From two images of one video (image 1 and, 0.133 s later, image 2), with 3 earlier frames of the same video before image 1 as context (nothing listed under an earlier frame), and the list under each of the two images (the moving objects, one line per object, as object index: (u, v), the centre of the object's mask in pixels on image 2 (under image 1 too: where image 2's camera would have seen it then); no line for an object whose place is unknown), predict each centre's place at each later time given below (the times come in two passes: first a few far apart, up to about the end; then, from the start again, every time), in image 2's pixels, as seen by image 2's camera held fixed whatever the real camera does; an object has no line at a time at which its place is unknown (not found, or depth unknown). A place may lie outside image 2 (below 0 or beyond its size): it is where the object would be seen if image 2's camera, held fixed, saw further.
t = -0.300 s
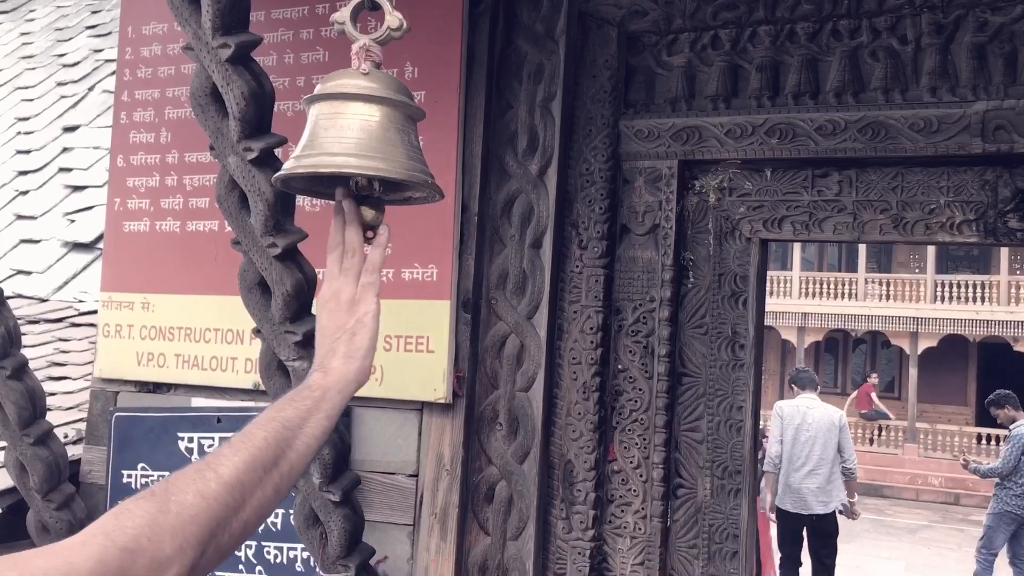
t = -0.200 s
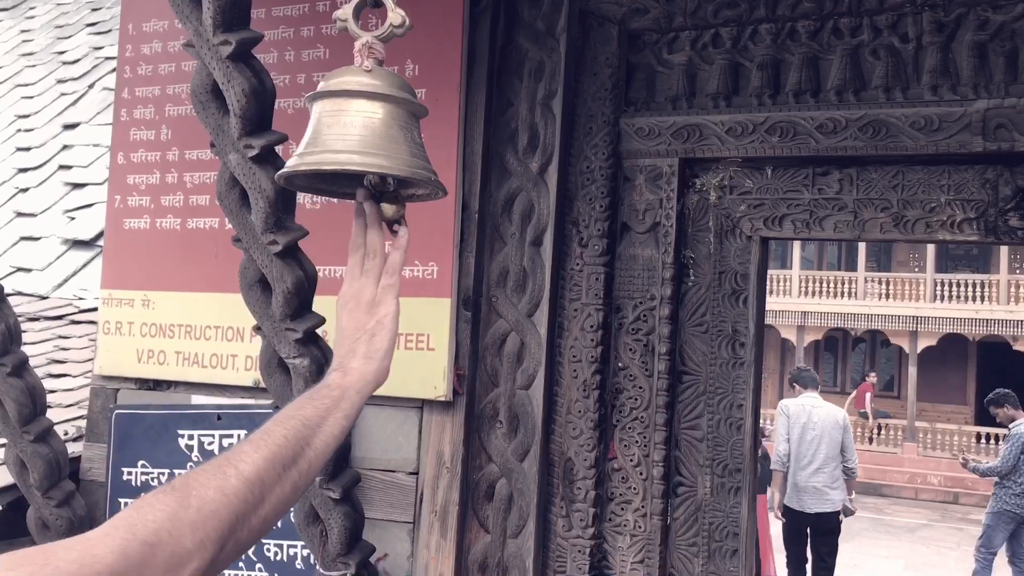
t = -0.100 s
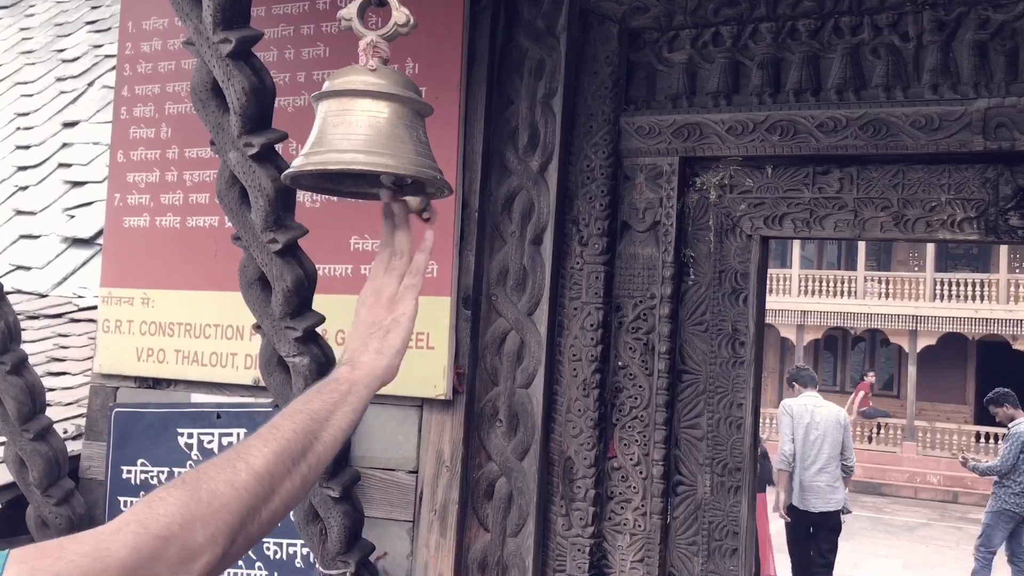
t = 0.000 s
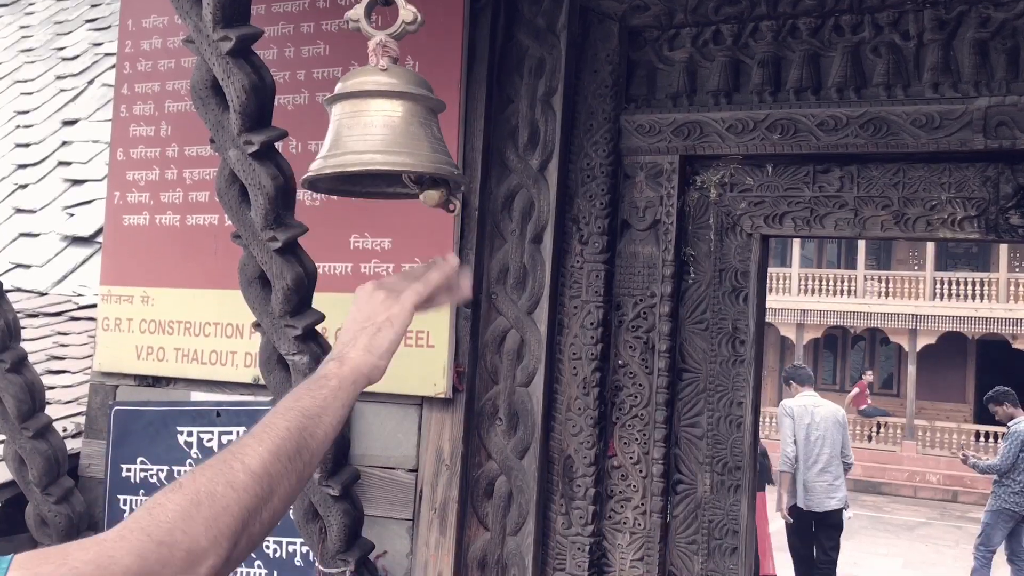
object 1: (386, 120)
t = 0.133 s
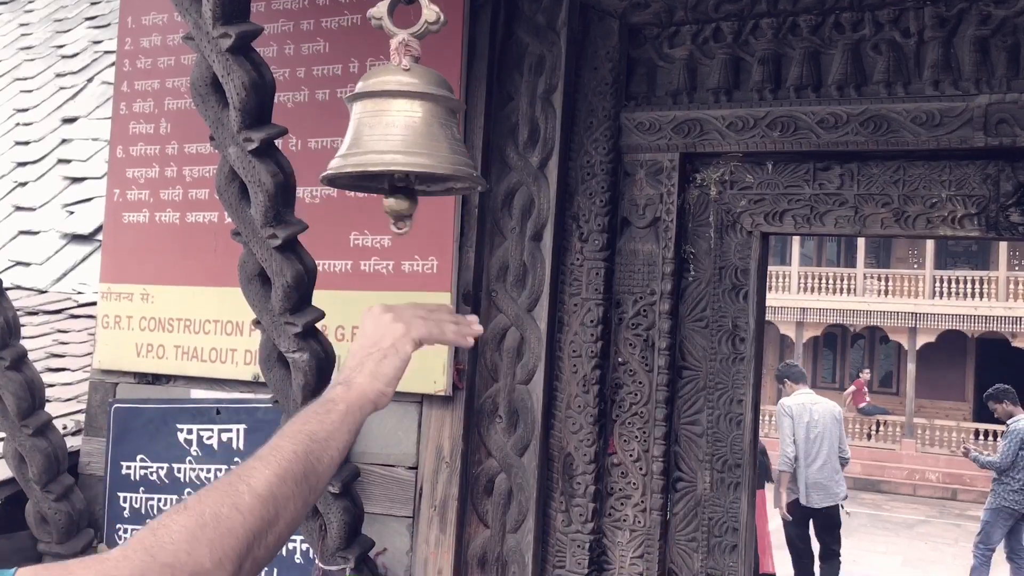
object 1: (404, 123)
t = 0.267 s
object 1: (408, 126)
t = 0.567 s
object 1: (368, 126)
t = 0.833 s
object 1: (328, 123)
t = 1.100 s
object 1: (322, 122)
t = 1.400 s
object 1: (368, 128)
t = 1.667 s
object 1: (401, 130)
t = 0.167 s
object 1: (406, 127)
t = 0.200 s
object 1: (408, 127)
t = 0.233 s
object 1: (409, 127)
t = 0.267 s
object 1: (408, 126)
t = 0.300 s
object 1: (406, 127)
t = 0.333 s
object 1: (403, 128)
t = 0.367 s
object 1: (400, 128)
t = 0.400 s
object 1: (395, 128)
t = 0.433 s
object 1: (390, 127)
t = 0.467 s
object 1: (385, 127)
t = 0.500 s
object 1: (379, 127)
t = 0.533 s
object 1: (374, 126)
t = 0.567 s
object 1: (368, 126)
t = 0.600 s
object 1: (362, 126)
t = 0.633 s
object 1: (356, 126)
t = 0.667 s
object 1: (353, 126)
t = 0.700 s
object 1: (348, 125)
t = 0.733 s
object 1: (343, 124)
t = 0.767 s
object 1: (338, 123)
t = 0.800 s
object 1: (333, 123)
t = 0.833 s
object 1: (328, 123)
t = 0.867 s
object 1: (324, 122)
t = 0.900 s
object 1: (321, 122)
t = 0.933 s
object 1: (319, 121)
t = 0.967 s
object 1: (318, 122)
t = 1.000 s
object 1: (318, 122)
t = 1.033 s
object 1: (318, 122)
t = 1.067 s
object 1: (319, 121)
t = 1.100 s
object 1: (322, 122)
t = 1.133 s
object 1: (325, 123)
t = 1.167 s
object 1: (329, 123)
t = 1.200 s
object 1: (334, 124)
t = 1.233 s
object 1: (339, 125)
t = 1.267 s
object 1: (345, 125)
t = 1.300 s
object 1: (350, 126)
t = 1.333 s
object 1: (356, 127)
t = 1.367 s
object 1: (362, 128)
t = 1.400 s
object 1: (368, 128)
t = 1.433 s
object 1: (373, 128)
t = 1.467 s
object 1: (379, 128)
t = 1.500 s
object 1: (384, 129)
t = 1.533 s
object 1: (388, 129)
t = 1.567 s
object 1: (392, 129)
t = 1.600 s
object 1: (396, 130)
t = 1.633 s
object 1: (399, 130)
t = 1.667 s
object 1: (401, 130)
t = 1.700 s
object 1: (403, 130)
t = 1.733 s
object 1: (403, 130)
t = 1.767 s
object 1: (403, 130)
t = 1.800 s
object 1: (402, 130)
